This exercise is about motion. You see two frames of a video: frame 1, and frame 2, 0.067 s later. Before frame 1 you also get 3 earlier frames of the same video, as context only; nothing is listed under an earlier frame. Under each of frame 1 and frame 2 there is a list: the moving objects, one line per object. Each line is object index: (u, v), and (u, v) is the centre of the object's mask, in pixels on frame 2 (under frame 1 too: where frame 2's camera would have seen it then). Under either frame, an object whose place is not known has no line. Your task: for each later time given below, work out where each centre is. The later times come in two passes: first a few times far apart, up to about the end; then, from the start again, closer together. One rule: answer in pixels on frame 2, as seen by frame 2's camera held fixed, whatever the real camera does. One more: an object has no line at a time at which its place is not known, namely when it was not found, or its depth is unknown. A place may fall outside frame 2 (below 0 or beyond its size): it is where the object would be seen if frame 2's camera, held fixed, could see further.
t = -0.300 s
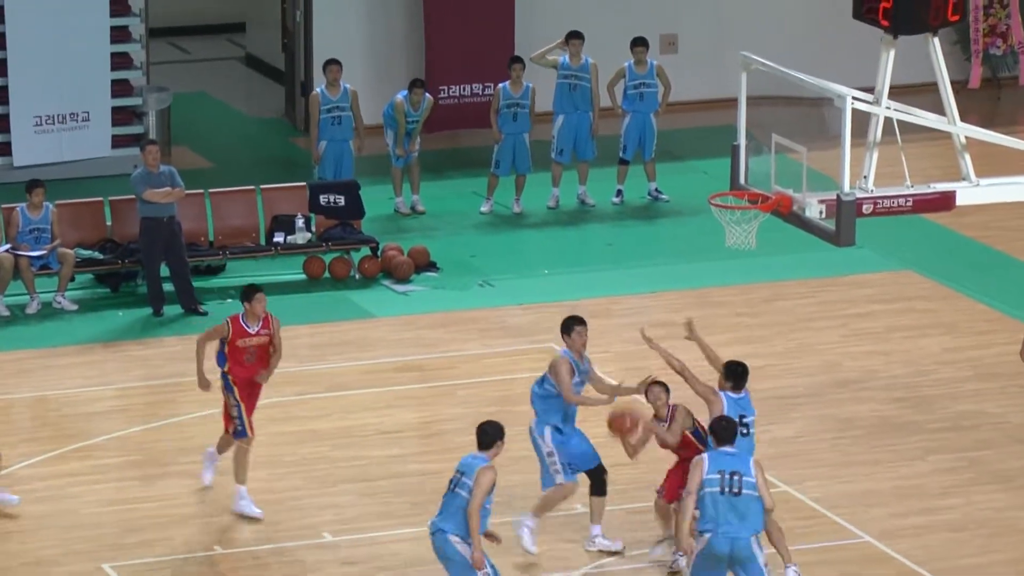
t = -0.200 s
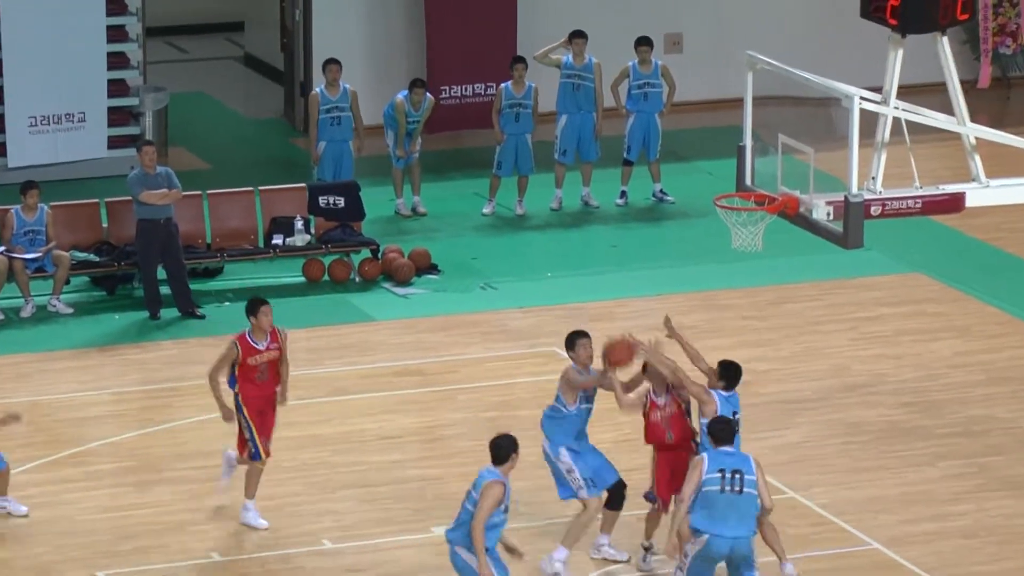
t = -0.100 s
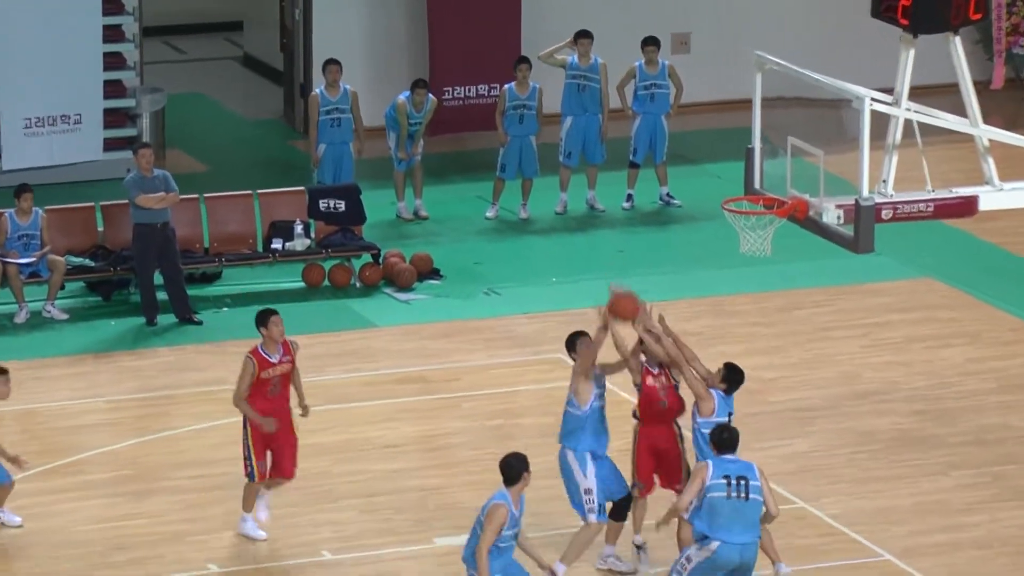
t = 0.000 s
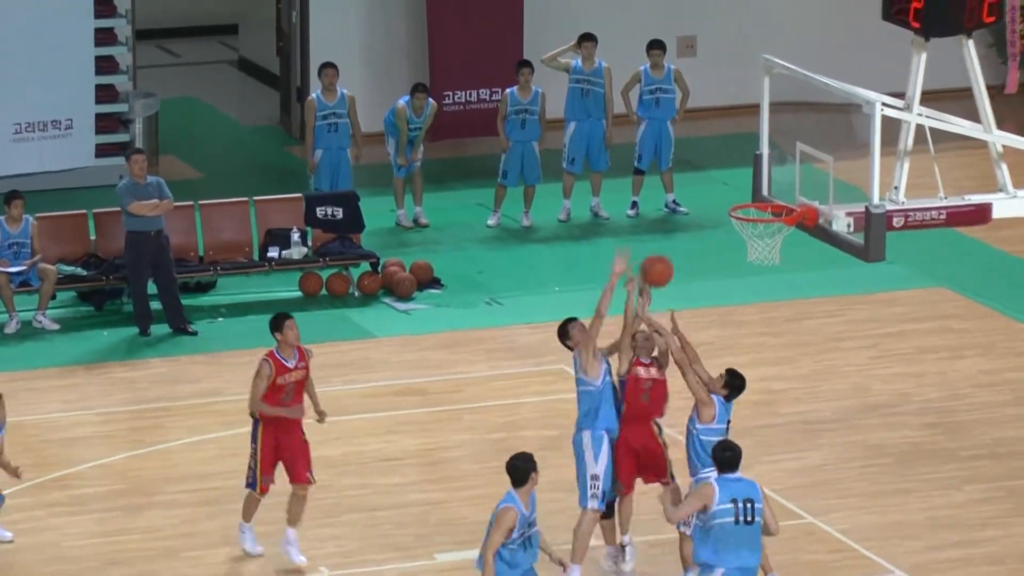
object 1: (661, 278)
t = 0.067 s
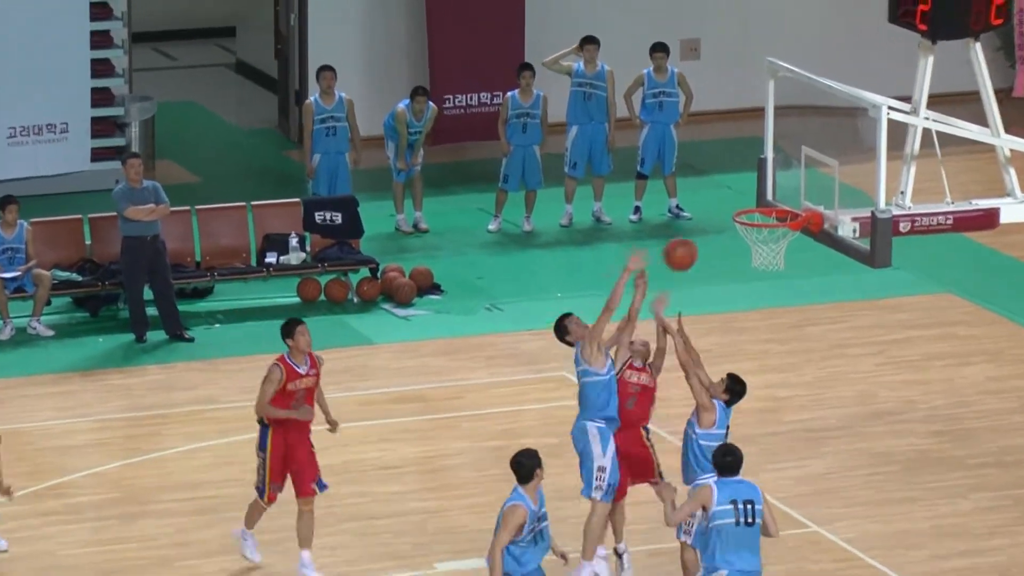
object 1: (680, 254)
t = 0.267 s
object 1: (734, 220)
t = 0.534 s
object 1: (743, 274)
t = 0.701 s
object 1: (723, 359)
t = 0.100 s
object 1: (690, 244)
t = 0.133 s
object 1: (700, 237)
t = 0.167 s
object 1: (710, 232)
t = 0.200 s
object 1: (720, 226)
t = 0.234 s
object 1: (726, 224)
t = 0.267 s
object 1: (734, 220)
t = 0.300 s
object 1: (754, 218)
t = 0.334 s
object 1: (761, 224)
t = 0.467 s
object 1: (752, 250)
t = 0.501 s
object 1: (747, 262)
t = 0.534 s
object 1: (743, 274)
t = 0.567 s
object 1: (740, 287)
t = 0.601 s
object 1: (735, 303)
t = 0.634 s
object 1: (731, 320)
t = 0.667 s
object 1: (727, 339)
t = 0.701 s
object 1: (723, 359)
